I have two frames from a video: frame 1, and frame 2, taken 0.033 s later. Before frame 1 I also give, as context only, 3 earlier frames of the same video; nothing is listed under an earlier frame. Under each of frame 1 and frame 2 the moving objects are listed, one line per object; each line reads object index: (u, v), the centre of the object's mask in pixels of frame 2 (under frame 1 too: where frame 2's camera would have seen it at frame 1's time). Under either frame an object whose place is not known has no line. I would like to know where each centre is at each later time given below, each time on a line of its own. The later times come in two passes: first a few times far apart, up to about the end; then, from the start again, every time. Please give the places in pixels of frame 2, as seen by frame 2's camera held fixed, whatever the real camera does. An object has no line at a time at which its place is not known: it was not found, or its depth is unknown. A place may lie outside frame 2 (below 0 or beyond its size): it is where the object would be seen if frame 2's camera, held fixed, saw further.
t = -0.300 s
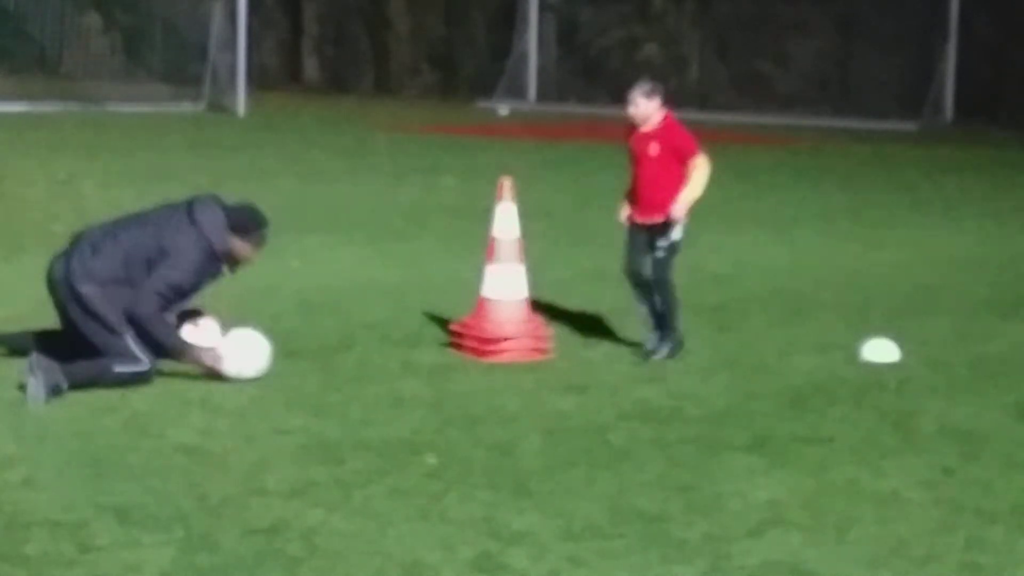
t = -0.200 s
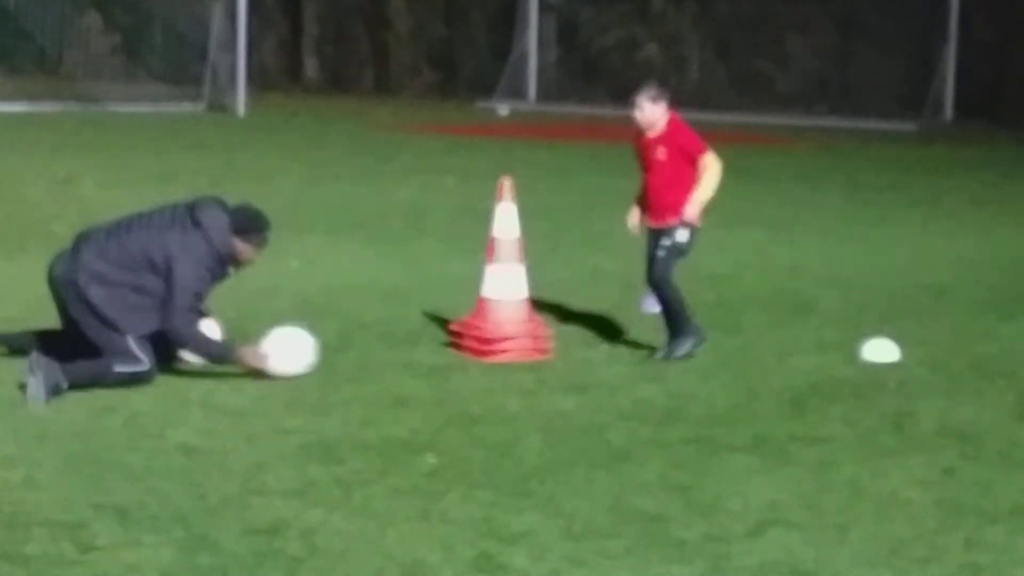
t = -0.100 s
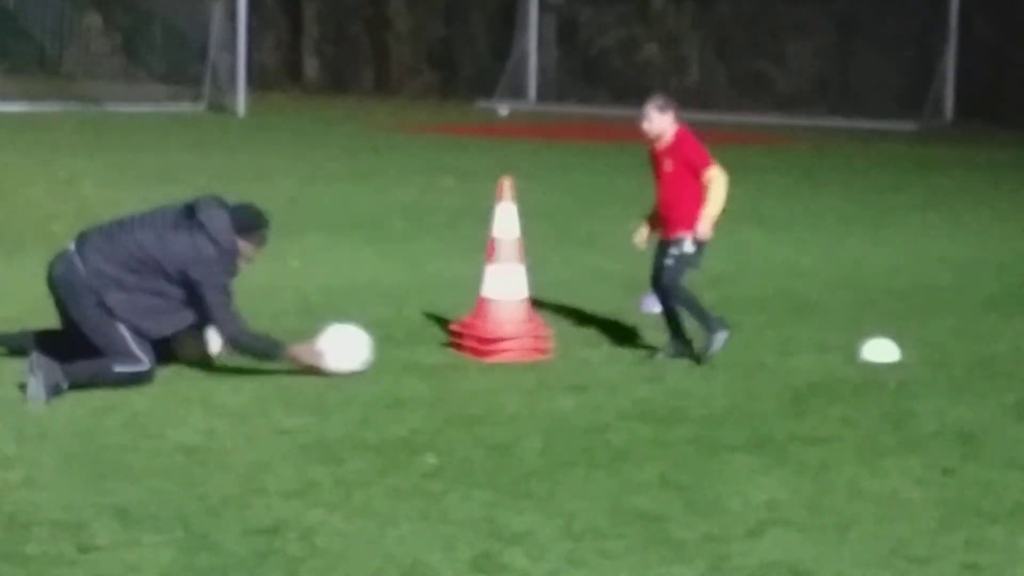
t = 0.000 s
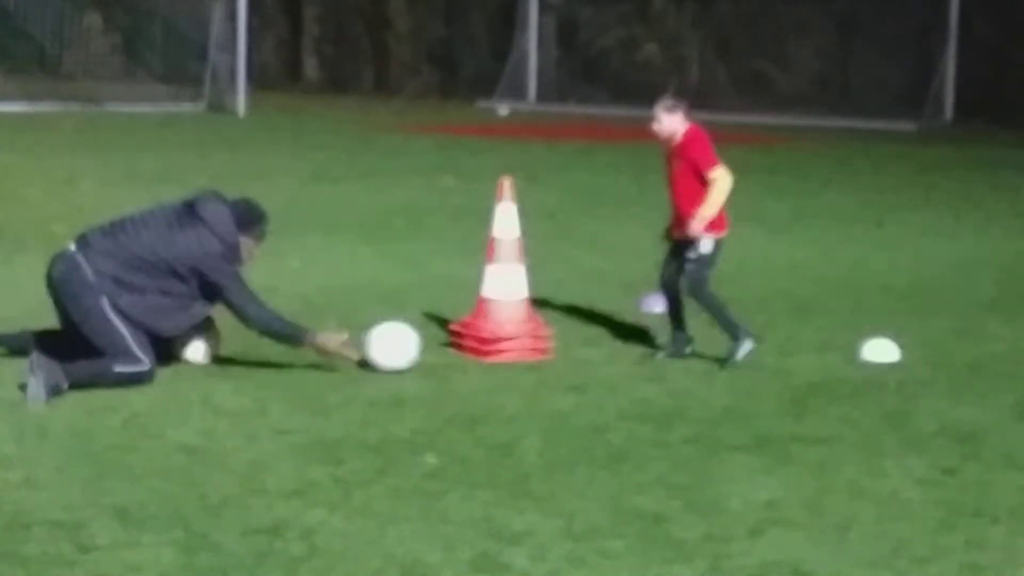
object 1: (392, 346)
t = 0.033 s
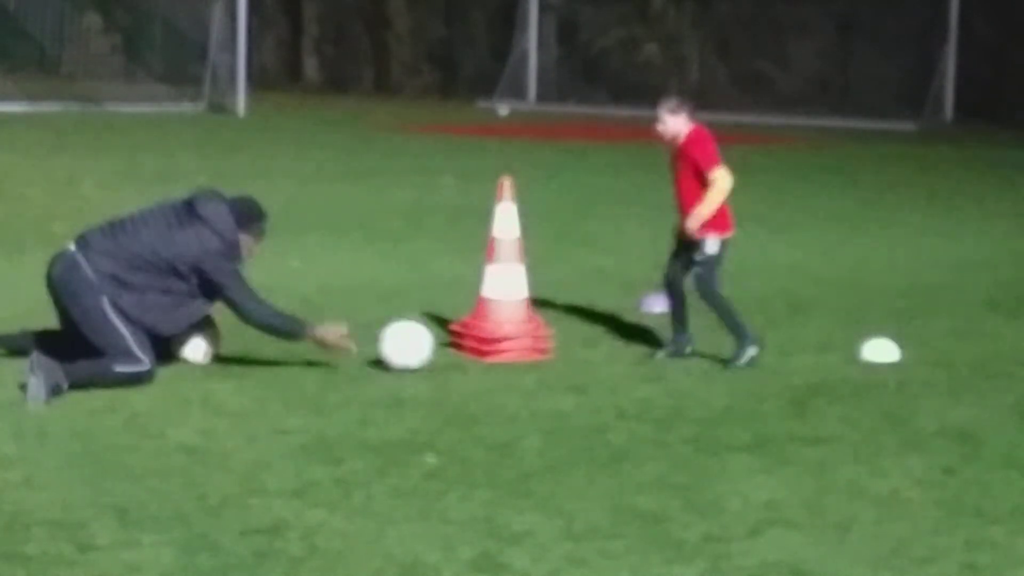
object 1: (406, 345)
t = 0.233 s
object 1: (473, 342)
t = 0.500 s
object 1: (547, 339)
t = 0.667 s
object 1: (588, 336)
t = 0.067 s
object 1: (420, 345)
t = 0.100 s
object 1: (431, 344)
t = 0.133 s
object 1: (441, 344)
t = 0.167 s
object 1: (452, 343)
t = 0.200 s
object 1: (462, 343)
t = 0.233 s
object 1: (473, 342)
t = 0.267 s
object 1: (482, 342)
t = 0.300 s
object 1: (492, 341)
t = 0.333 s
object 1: (501, 341)
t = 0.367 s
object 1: (511, 341)
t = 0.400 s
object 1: (520, 340)
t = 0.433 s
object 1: (530, 340)
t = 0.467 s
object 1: (539, 339)
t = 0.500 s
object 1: (547, 339)
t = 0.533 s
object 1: (555, 338)
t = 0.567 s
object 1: (564, 337)
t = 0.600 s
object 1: (572, 337)
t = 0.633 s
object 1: (580, 336)
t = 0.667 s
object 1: (588, 336)
